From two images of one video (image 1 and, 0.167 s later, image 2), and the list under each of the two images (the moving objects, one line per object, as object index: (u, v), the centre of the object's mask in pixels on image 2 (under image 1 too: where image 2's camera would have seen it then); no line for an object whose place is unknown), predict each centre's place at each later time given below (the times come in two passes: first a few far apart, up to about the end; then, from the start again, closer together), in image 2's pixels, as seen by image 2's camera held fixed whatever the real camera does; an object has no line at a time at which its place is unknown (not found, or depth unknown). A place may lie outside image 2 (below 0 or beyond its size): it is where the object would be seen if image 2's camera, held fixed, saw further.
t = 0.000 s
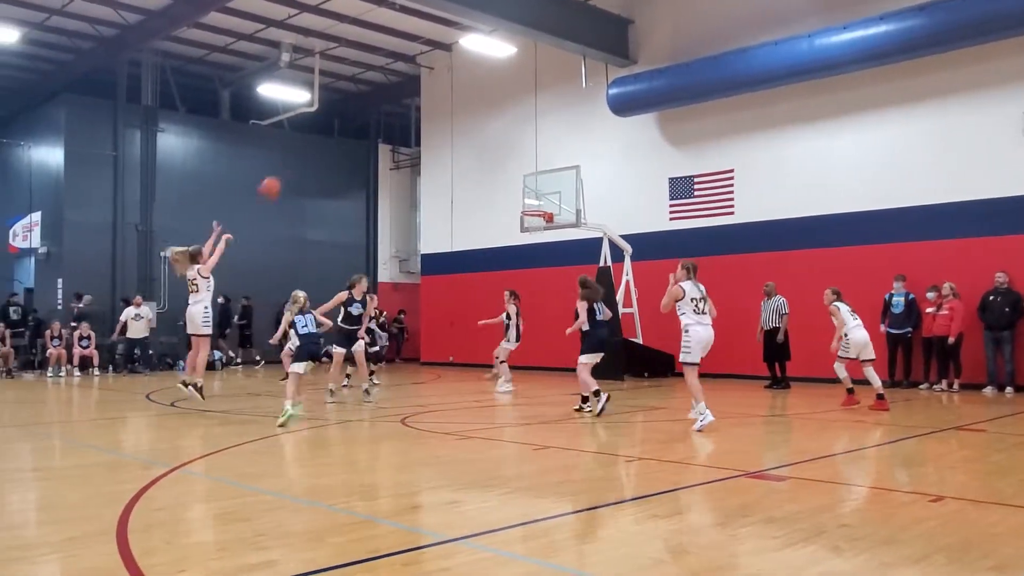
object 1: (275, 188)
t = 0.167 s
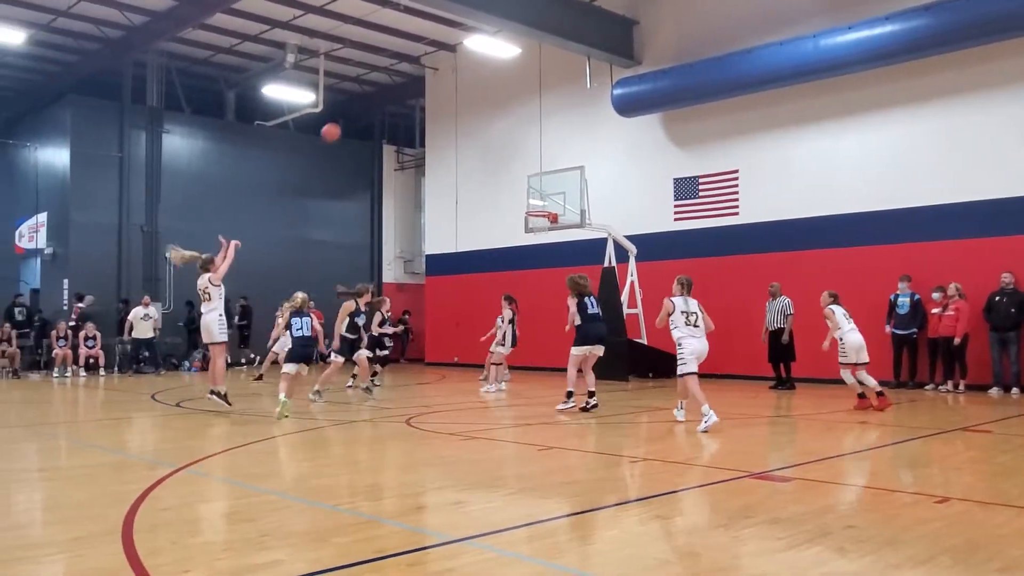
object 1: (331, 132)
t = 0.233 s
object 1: (351, 118)
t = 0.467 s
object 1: (413, 95)
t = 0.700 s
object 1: (466, 108)
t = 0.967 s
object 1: (517, 157)
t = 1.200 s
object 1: (540, 202)
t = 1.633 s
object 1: (444, 177)
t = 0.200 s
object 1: (341, 125)
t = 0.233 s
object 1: (351, 118)
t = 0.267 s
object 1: (360, 112)
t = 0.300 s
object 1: (370, 107)
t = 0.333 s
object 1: (379, 103)
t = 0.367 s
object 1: (388, 100)
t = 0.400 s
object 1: (396, 97)
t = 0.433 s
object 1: (405, 95)
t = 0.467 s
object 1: (413, 95)
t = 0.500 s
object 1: (420, 94)
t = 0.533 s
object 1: (428, 95)
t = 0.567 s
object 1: (437, 97)
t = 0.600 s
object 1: (444, 98)
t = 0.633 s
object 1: (451, 101)
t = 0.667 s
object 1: (458, 104)
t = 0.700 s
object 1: (466, 108)
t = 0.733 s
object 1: (473, 112)
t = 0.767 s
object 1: (479, 117)
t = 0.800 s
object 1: (486, 122)
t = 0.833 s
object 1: (492, 128)
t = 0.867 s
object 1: (499, 135)
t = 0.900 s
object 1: (505, 142)
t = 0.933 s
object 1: (510, 149)
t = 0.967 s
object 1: (517, 157)
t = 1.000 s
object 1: (523, 165)
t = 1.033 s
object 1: (528, 174)
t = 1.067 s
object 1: (534, 183)
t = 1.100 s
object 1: (540, 193)
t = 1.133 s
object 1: (545, 202)
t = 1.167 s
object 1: (547, 208)
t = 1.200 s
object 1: (540, 202)
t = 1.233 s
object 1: (531, 196)
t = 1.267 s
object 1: (524, 191)
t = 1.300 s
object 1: (516, 187)
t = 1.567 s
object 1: (458, 175)
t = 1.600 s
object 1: (451, 176)
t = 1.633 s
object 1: (444, 177)
